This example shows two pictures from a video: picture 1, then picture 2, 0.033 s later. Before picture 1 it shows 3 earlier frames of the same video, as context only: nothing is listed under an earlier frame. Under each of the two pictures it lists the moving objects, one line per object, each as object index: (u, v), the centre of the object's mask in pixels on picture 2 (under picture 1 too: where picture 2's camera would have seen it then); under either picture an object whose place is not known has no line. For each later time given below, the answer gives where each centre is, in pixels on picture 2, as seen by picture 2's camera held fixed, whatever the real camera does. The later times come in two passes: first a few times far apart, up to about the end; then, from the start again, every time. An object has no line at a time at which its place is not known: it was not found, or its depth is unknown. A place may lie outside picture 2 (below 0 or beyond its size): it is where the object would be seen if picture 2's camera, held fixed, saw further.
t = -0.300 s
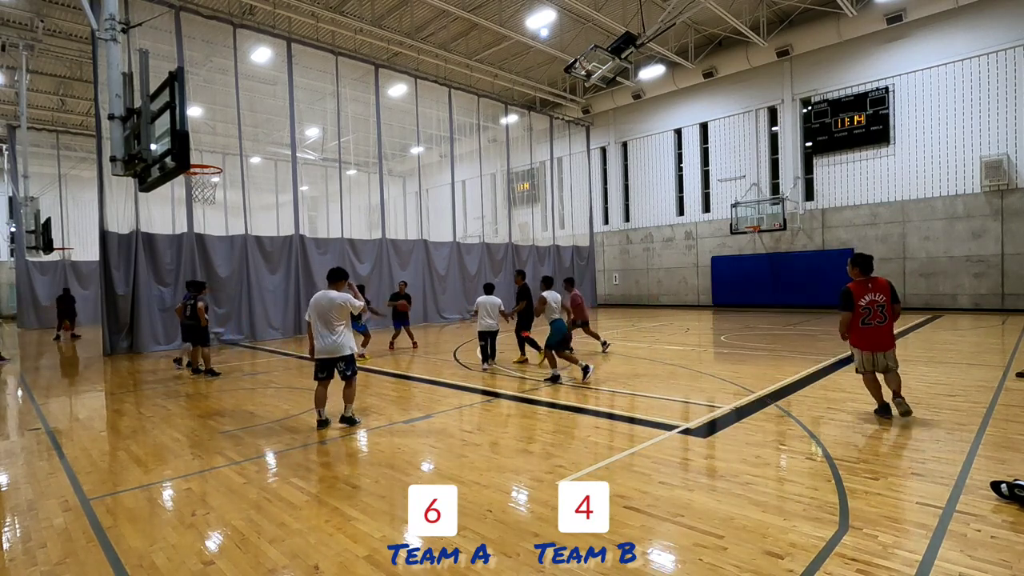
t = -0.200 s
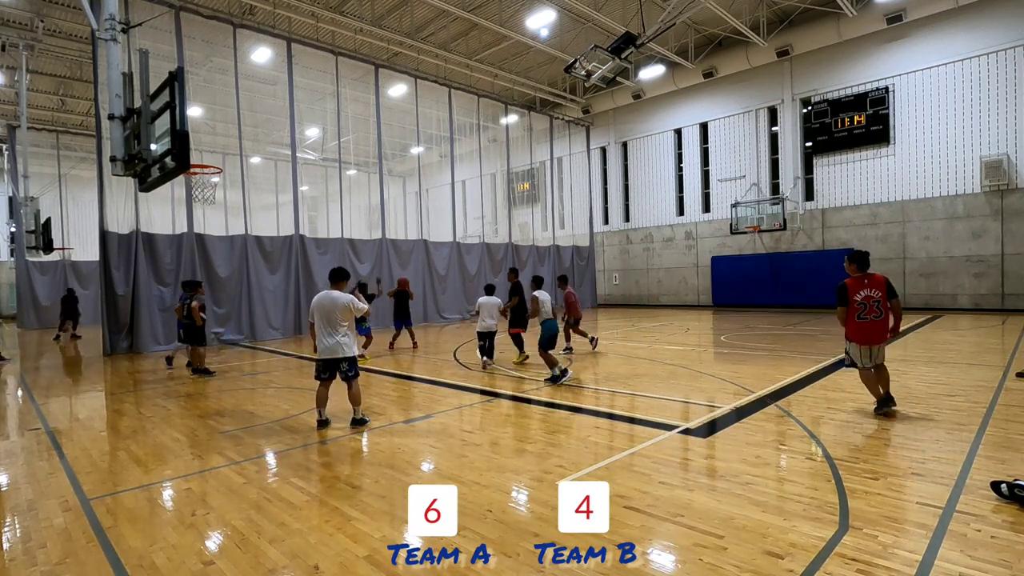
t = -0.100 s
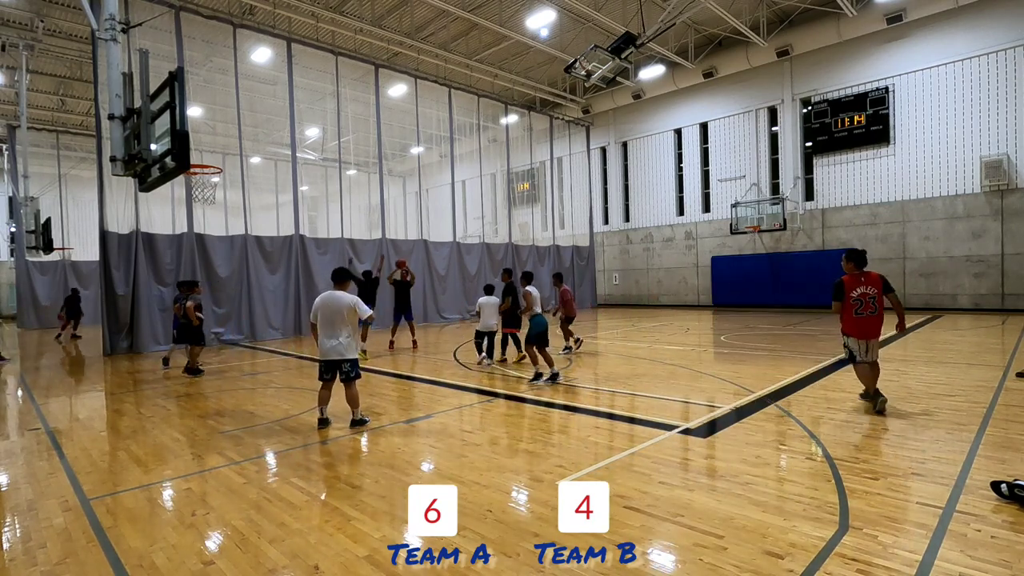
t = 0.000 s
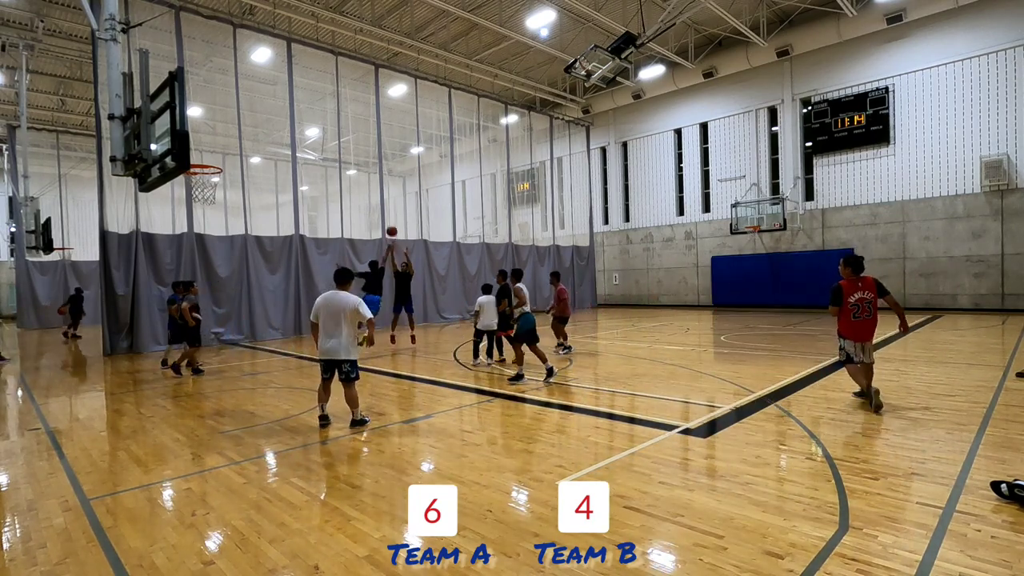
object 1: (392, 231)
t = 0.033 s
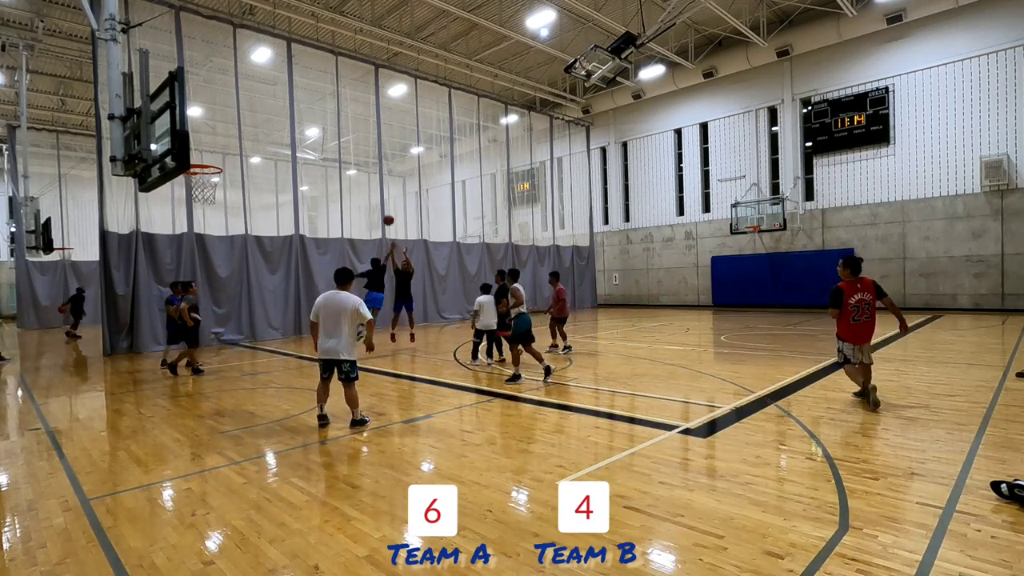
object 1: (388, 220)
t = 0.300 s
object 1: (359, 142)
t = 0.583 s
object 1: (324, 85)
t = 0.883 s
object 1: (281, 64)
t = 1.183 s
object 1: (230, 100)
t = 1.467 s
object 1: (194, 135)
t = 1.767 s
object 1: (200, 69)
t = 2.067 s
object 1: (243, 91)
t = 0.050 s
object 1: (387, 215)
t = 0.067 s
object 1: (385, 209)
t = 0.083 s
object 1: (383, 204)
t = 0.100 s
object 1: (381, 198)
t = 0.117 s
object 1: (380, 193)
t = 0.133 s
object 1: (378, 189)
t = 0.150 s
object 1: (376, 183)
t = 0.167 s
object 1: (374, 178)
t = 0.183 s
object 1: (372, 173)
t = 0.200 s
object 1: (370, 169)
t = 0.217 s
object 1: (368, 164)
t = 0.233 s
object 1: (367, 159)
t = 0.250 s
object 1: (364, 155)
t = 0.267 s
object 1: (363, 150)
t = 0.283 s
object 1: (361, 146)
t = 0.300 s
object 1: (359, 142)
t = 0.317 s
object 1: (357, 137)
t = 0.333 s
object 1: (355, 134)
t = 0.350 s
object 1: (353, 129)
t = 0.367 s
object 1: (351, 126)
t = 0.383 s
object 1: (349, 122)
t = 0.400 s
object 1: (347, 118)
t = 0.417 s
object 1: (345, 114)
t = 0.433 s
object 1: (343, 111)
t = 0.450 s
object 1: (341, 108)
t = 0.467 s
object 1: (339, 104)
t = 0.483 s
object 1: (337, 101)
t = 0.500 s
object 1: (335, 98)
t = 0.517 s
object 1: (333, 95)
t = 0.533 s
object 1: (330, 93)
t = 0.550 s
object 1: (328, 90)
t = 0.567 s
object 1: (326, 87)
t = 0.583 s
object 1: (324, 85)
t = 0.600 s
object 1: (322, 82)
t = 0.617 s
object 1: (319, 80)
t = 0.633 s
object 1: (317, 78)
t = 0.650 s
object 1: (315, 76)
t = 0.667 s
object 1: (312, 74)
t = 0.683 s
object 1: (310, 73)
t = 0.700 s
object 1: (308, 71)
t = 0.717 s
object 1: (306, 70)
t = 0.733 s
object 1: (303, 68)
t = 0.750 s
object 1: (301, 67)
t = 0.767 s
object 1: (299, 66)
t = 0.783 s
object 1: (296, 66)
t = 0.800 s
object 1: (294, 65)
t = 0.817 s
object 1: (291, 65)
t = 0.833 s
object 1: (289, 64)
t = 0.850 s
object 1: (286, 64)
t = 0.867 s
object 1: (283, 64)
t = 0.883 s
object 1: (281, 64)
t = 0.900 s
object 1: (278, 64)
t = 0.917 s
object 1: (276, 65)
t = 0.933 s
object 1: (273, 66)
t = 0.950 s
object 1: (271, 67)
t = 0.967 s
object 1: (268, 68)
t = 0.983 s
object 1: (265, 70)
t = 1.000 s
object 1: (262, 71)
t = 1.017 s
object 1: (259, 72)
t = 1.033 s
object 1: (257, 74)
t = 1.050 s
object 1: (254, 76)
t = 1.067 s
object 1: (251, 78)
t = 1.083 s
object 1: (248, 80)
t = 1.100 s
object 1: (245, 83)
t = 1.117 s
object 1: (242, 86)
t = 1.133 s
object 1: (239, 90)
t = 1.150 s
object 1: (236, 93)
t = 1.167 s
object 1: (233, 96)
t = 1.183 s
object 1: (230, 100)
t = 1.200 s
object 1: (226, 105)
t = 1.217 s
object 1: (223, 109)
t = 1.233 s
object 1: (220, 114)
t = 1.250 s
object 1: (217, 119)
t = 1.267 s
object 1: (213, 124)
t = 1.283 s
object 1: (210, 129)
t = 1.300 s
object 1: (207, 135)
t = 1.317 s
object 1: (204, 141)
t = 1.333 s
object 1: (200, 148)
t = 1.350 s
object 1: (198, 154)
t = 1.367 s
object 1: (197, 159)
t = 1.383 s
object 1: (196, 159)
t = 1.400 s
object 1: (195, 156)
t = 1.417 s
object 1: (195, 152)
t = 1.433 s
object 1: (195, 146)
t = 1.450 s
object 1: (195, 140)
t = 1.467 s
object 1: (194, 135)
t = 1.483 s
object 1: (193, 129)
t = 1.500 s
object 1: (193, 124)
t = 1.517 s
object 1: (192, 120)
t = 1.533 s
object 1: (193, 114)
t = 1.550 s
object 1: (192, 110)
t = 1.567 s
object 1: (192, 105)
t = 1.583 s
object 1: (192, 100)
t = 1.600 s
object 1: (192, 96)
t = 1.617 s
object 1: (192, 92)
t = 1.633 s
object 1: (192, 88)
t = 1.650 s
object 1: (192, 85)
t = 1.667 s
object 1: (192, 81)
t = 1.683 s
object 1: (192, 78)
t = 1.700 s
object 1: (193, 76)
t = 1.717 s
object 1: (195, 74)
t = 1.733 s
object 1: (196, 72)
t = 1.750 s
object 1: (198, 71)
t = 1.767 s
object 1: (200, 69)
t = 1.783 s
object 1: (203, 69)
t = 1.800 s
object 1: (205, 68)
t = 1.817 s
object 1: (207, 67)
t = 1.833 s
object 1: (209, 67)
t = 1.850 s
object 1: (212, 67)
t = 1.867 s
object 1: (214, 68)
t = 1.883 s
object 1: (216, 68)
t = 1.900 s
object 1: (219, 69)
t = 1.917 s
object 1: (221, 70)
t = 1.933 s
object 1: (223, 71)
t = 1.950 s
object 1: (226, 73)
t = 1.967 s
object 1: (228, 74)
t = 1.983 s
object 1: (230, 77)
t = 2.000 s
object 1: (233, 79)
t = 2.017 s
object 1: (236, 81)
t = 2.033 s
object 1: (238, 84)
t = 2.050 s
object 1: (241, 87)
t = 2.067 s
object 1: (243, 91)
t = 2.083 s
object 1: (246, 94)
